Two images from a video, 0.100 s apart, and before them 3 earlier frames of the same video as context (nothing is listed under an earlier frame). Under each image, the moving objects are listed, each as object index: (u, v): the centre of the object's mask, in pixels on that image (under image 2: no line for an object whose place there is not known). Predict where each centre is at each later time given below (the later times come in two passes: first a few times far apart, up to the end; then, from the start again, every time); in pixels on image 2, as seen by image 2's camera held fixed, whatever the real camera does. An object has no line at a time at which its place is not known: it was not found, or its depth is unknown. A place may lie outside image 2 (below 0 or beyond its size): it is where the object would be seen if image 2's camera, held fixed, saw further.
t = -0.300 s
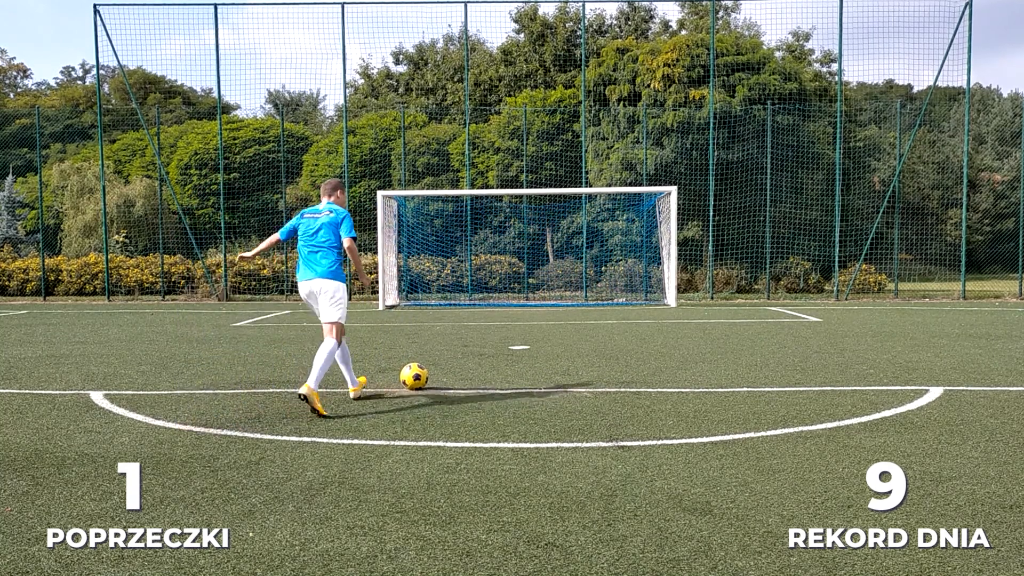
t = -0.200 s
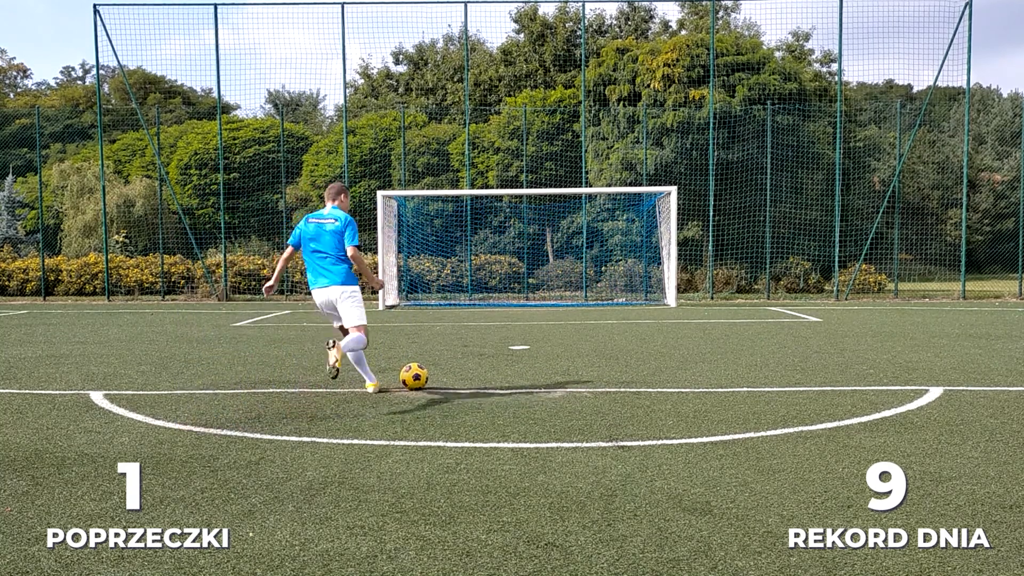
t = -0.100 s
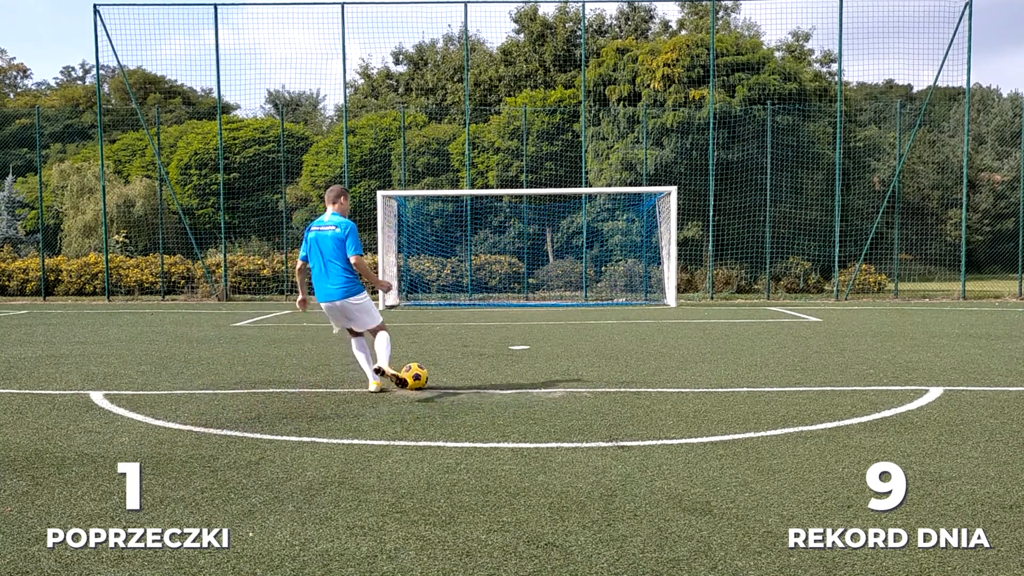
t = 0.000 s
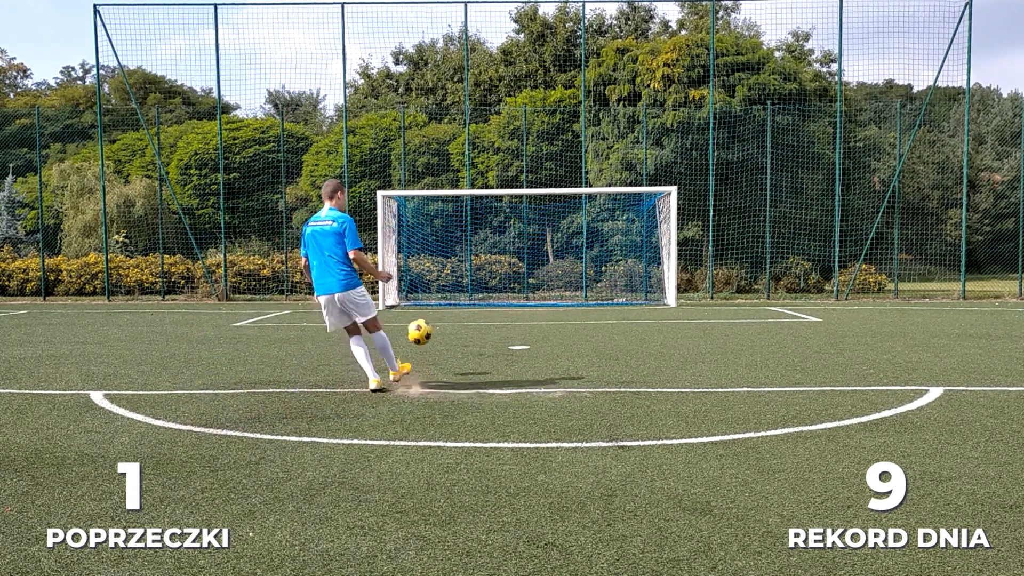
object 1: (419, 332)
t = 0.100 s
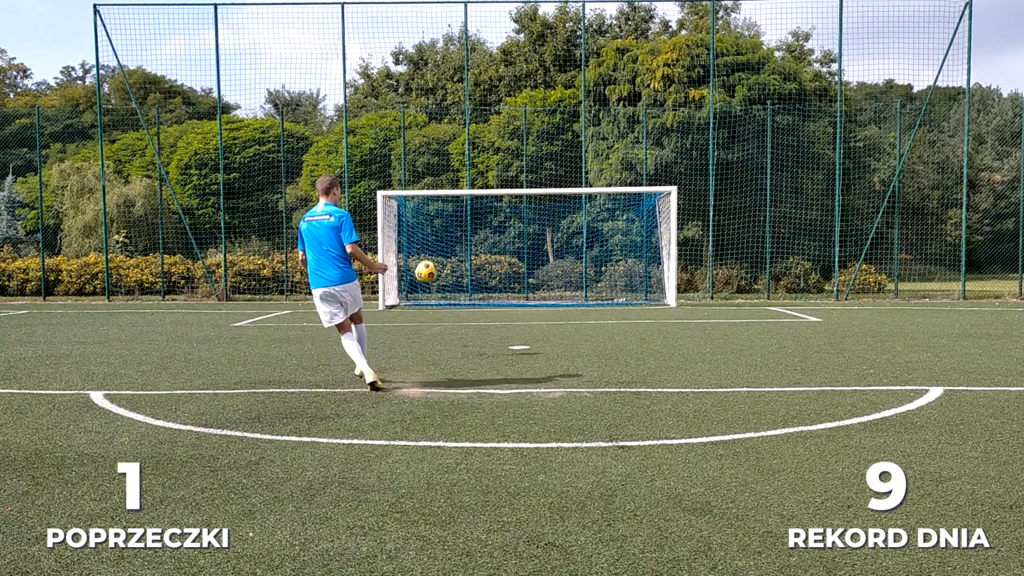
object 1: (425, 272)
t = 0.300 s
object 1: (431, 210)
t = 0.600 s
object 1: (431, 190)
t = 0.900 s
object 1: (412, 270)
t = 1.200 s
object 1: (386, 242)
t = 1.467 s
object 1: (360, 183)
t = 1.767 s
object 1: (323, 179)
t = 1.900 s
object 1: (304, 205)
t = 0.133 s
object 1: (427, 257)
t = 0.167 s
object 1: (428, 245)
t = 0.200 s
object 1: (429, 234)
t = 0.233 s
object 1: (430, 225)
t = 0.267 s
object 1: (431, 217)
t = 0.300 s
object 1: (431, 210)
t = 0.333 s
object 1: (431, 205)
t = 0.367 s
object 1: (431, 201)
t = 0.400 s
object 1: (431, 197)
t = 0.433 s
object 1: (432, 194)
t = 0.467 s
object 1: (431, 192)
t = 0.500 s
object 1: (432, 190)
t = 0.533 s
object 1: (432, 190)
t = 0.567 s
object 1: (431, 190)
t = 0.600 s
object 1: (431, 190)
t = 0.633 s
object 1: (431, 191)
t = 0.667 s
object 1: (430, 192)
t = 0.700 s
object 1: (430, 195)
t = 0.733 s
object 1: (427, 205)
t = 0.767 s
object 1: (424, 216)
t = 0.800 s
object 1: (421, 228)
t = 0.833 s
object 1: (418, 241)
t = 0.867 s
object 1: (415, 255)
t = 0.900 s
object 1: (412, 270)
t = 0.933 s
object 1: (409, 286)
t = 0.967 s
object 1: (405, 303)
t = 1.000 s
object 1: (402, 311)
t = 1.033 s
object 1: (399, 298)
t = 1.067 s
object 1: (397, 286)
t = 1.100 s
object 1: (395, 274)
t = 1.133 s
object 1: (392, 263)
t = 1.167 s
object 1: (389, 252)
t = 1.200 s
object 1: (386, 242)
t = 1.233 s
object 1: (383, 232)
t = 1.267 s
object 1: (379, 223)
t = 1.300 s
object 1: (376, 214)
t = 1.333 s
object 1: (373, 206)
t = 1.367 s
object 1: (370, 200)
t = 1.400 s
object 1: (367, 193)
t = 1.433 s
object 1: (363, 188)
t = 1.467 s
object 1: (360, 183)
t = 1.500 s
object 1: (356, 179)
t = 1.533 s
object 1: (352, 176)
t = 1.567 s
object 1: (349, 174)
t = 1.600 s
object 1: (344, 171)
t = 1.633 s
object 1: (341, 171)
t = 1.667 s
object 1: (336, 171)
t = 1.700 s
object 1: (332, 173)
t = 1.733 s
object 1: (328, 175)
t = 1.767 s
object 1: (323, 179)
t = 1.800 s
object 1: (319, 184)
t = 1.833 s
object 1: (314, 189)
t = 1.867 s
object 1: (309, 196)
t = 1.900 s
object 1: (304, 205)
